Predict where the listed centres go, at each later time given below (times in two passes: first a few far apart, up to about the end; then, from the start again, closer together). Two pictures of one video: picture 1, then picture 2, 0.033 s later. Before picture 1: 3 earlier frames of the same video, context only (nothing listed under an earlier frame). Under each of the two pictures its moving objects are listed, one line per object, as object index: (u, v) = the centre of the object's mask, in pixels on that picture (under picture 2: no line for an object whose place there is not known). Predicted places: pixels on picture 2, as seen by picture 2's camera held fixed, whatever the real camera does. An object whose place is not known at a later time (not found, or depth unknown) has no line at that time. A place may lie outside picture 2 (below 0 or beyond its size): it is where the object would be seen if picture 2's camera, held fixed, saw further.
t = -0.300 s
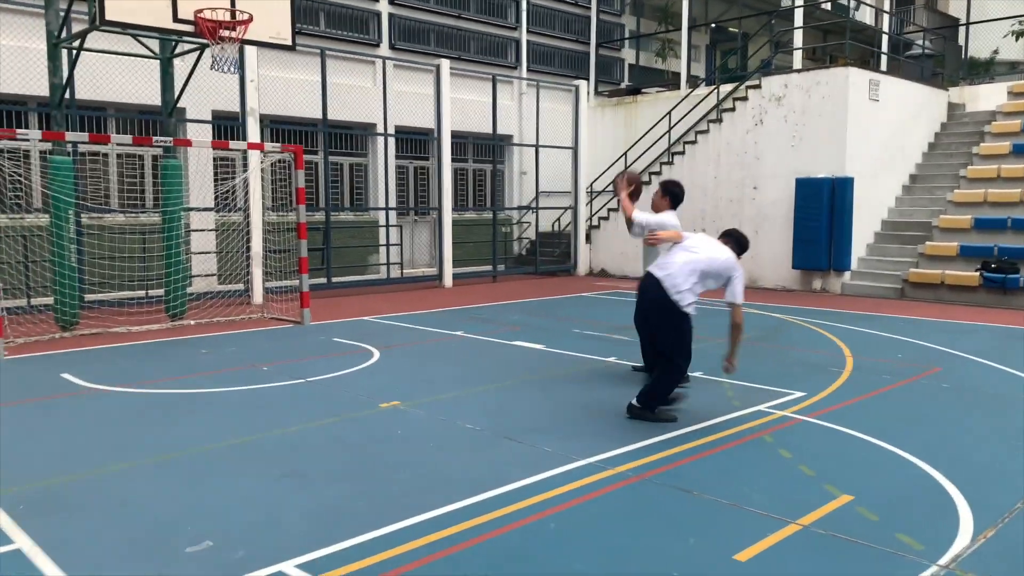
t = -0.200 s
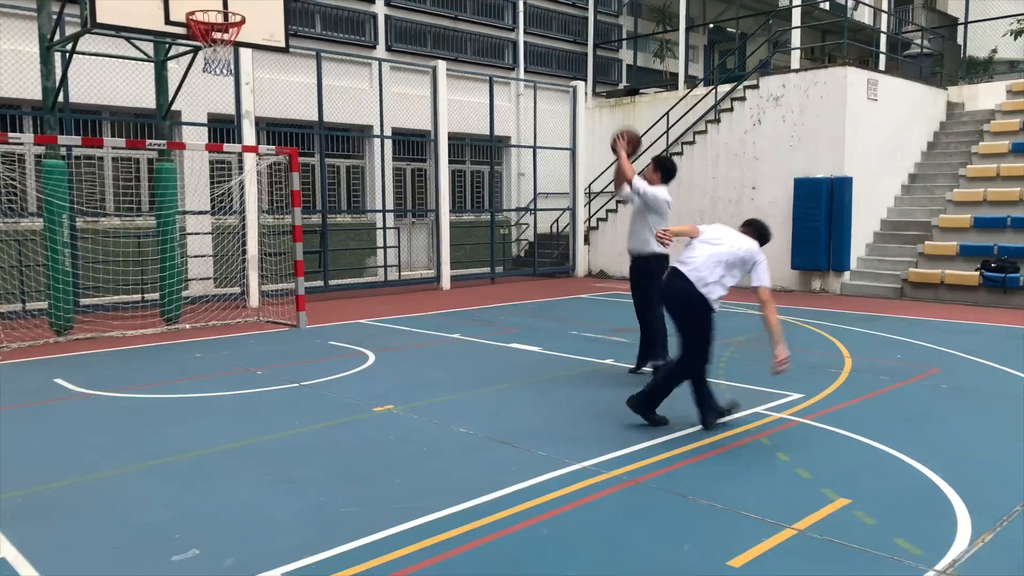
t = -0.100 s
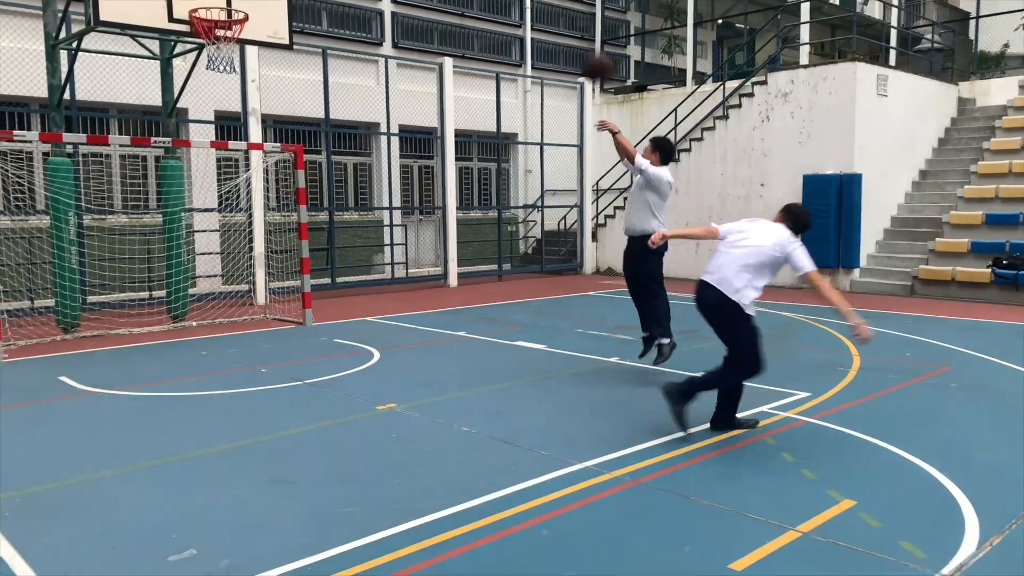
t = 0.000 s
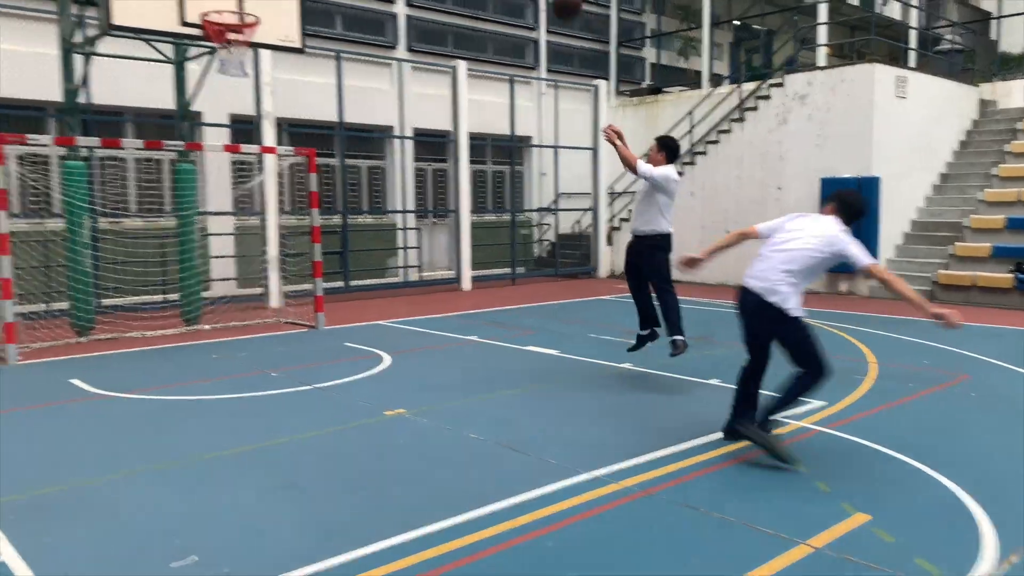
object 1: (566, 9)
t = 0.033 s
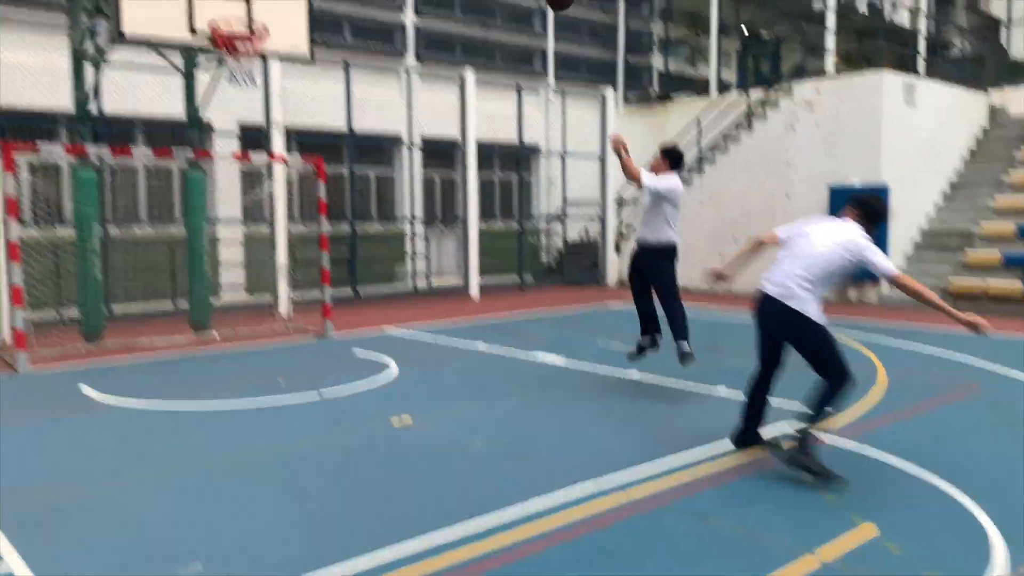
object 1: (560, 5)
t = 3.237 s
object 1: (337, 269)
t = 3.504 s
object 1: (349, 250)
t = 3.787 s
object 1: (365, 305)
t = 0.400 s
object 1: (408, -102)
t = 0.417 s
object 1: (401, -105)
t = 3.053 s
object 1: (328, 322)
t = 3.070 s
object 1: (329, 316)
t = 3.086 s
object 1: (329, 310)
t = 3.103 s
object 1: (330, 304)
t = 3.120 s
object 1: (331, 298)
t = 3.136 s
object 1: (331, 294)
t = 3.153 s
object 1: (333, 288)
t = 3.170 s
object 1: (333, 284)
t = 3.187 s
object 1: (334, 280)
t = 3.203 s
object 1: (335, 276)
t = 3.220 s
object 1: (336, 272)
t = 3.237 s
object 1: (337, 269)
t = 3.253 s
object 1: (337, 266)
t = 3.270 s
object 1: (338, 263)
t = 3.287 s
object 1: (339, 260)
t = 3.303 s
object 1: (340, 259)
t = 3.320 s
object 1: (340, 256)
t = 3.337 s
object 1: (341, 254)
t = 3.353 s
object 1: (341, 252)
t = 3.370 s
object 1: (342, 251)
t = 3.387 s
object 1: (343, 250)
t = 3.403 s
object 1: (343, 249)
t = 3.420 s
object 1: (344, 249)
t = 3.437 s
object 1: (345, 249)
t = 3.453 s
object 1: (346, 248)
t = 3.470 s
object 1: (347, 249)
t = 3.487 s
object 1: (347, 249)
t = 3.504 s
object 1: (349, 250)
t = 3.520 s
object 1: (350, 251)
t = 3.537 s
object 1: (351, 252)
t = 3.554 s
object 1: (351, 254)
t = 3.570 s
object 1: (353, 256)
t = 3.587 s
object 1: (354, 258)
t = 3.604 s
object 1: (355, 261)
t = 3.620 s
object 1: (356, 264)
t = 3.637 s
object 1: (357, 266)
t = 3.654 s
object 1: (357, 269)
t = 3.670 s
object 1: (358, 273)
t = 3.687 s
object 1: (360, 277)
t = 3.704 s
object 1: (361, 281)
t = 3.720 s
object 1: (361, 285)
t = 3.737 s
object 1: (362, 289)
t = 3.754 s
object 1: (364, 293)
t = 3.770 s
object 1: (364, 299)
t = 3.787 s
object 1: (365, 305)
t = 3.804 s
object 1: (365, 311)
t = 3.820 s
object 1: (366, 314)
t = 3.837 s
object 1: (368, 321)
